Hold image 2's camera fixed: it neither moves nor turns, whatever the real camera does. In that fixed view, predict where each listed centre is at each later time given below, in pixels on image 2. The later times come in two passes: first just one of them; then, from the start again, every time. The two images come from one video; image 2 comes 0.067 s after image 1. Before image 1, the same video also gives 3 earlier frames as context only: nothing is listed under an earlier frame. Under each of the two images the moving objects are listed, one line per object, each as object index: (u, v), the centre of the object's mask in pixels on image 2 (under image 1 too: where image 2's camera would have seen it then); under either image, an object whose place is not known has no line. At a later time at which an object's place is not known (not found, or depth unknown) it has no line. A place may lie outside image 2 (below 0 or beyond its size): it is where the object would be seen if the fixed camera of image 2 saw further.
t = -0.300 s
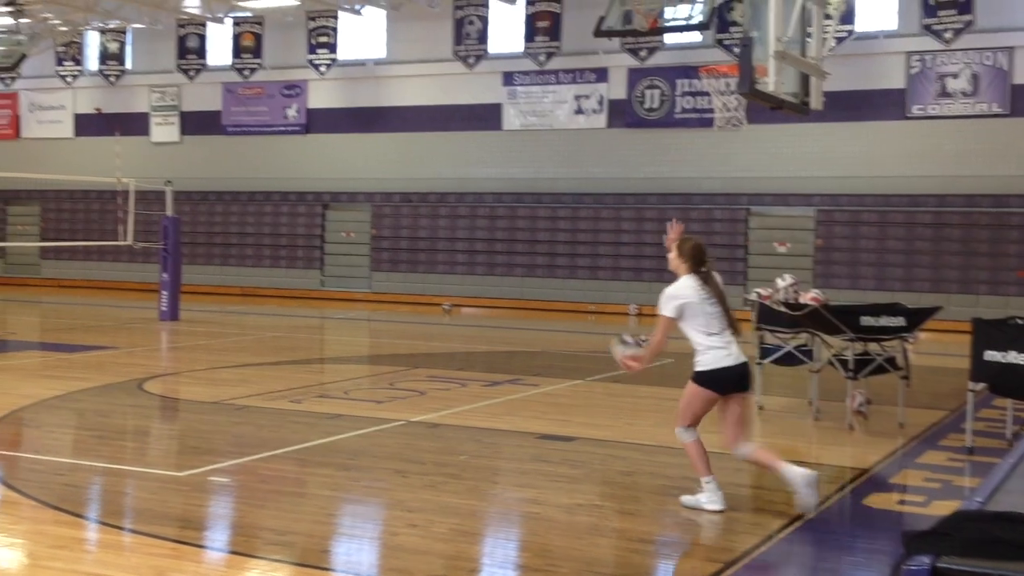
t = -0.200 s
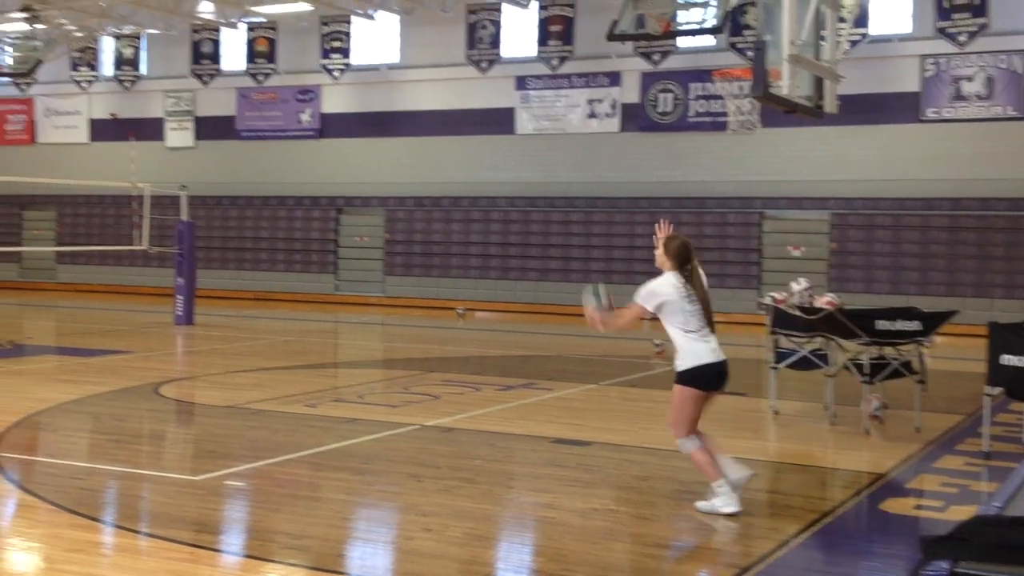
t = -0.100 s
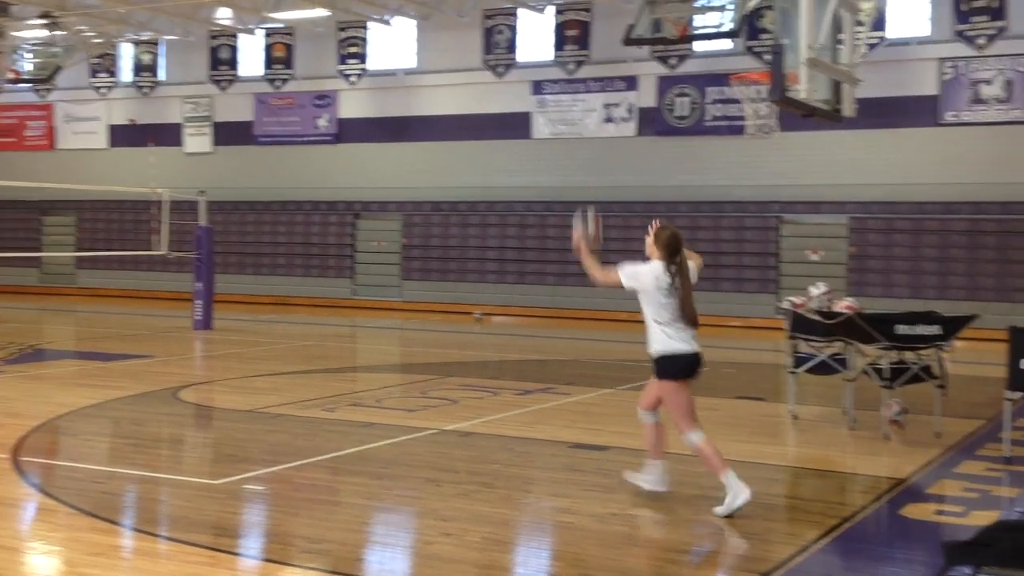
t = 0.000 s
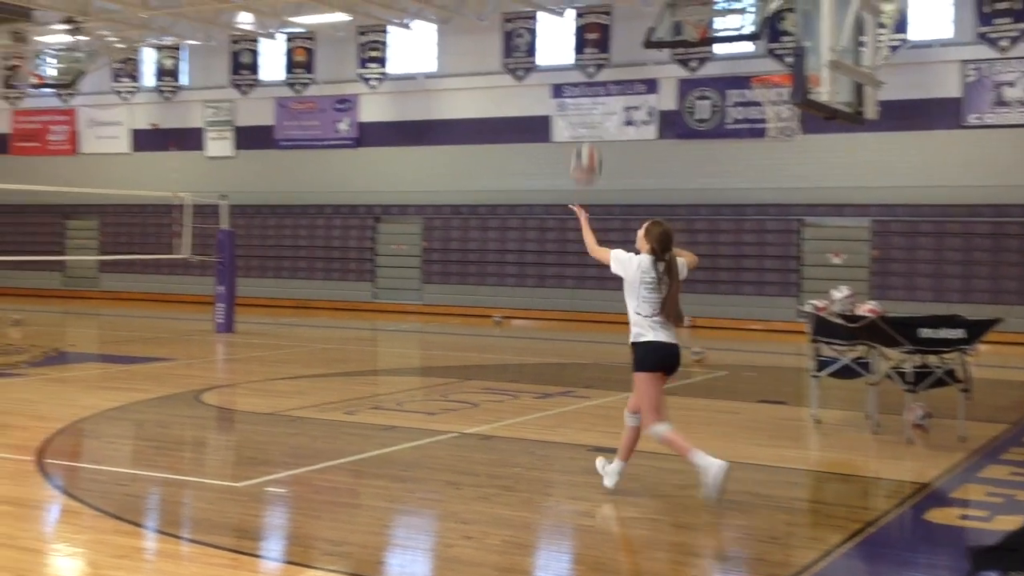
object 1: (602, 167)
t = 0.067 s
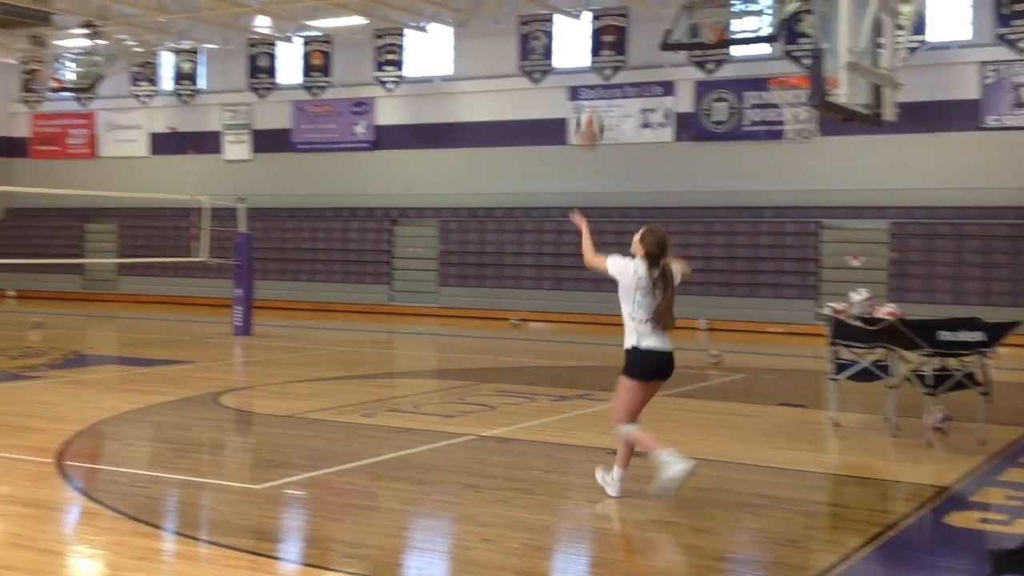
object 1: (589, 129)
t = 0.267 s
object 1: (545, 60)
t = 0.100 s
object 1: (581, 113)
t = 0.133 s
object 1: (573, 100)
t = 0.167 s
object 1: (566, 87)
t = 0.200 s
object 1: (559, 78)
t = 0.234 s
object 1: (552, 68)
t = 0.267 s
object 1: (545, 60)
